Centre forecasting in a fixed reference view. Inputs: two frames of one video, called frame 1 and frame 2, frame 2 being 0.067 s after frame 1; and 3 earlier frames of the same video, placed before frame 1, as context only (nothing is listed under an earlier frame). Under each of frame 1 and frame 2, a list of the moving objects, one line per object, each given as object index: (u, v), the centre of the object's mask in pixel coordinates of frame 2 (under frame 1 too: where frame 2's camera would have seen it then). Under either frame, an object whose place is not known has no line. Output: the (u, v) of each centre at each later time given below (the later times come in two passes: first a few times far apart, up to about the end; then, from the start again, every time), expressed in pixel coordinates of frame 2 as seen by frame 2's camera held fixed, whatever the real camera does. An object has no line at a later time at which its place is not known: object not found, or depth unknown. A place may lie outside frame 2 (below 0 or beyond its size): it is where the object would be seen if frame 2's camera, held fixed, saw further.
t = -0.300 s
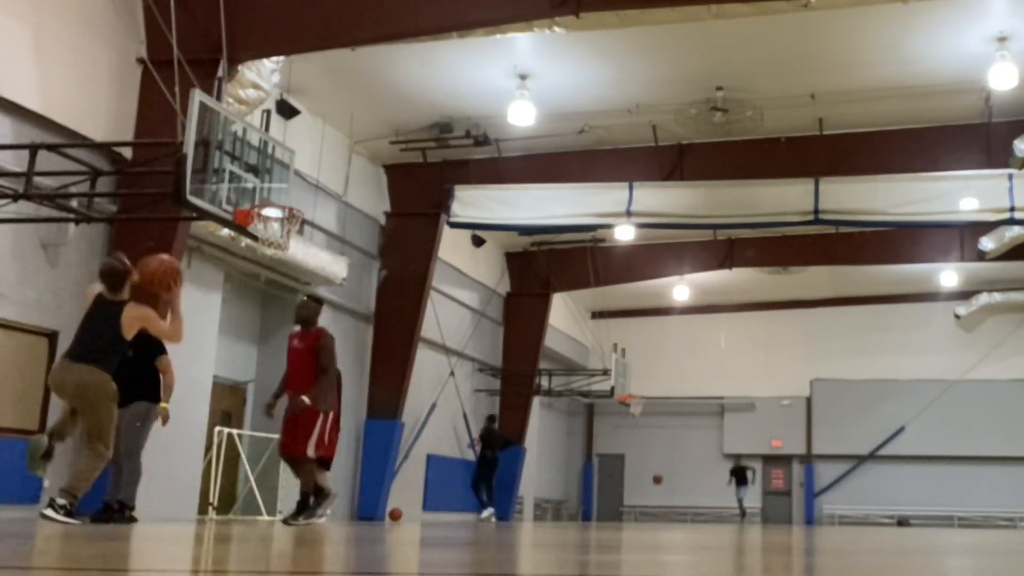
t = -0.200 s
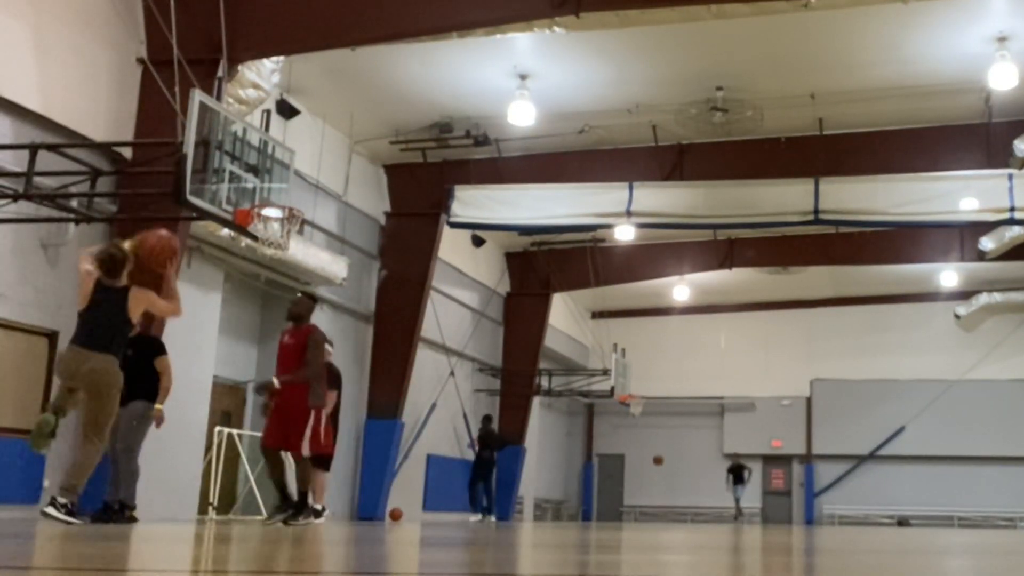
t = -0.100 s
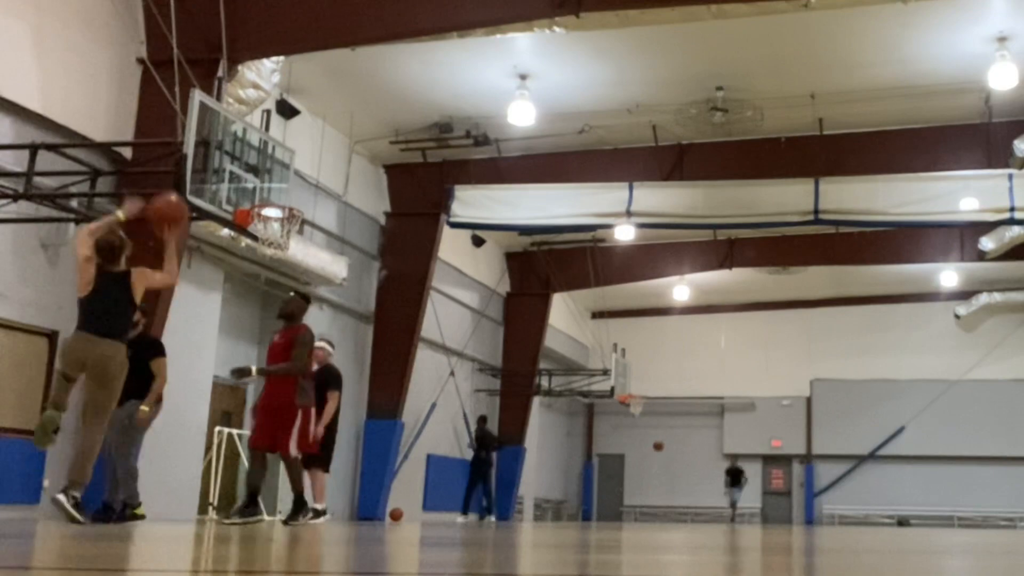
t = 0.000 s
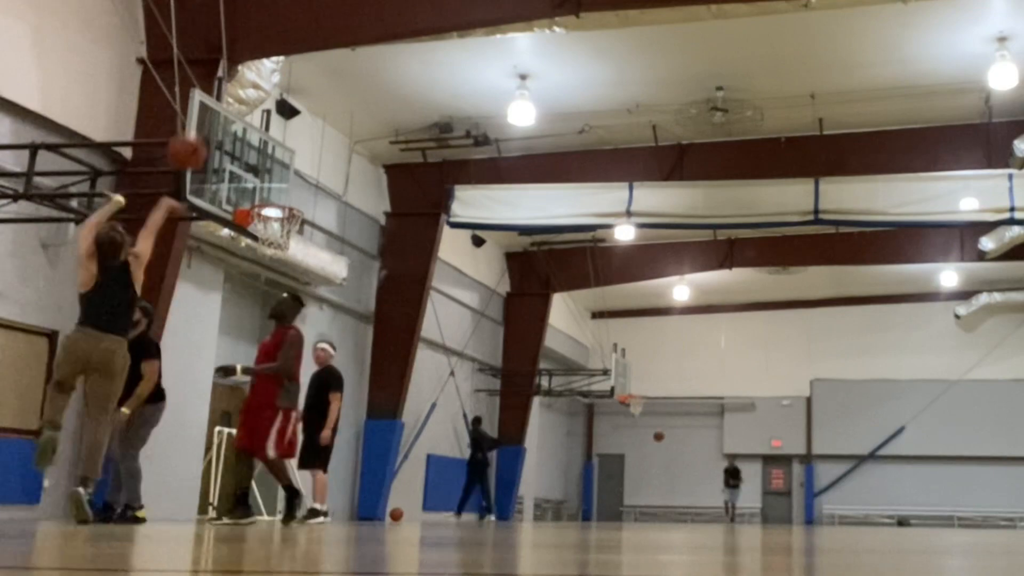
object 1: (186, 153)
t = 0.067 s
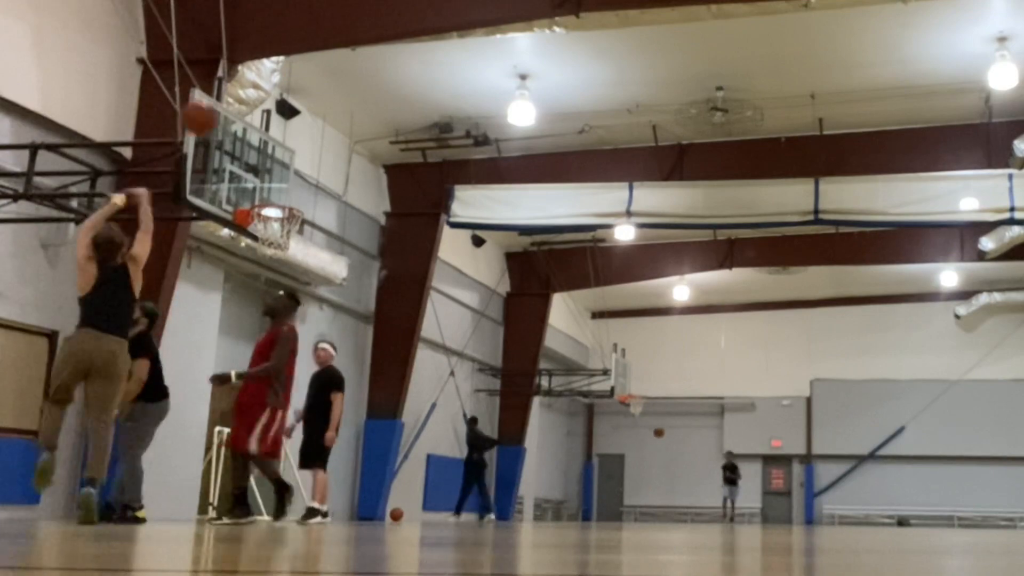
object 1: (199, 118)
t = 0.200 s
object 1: (220, 74)
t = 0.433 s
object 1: (246, 57)
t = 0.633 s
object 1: (259, 90)
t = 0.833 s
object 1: (268, 155)
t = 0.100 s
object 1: (205, 103)
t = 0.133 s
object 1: (211, 92)
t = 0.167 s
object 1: (215, 82)
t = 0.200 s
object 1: (220, 74)
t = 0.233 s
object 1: (225, 68)
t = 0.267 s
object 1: (229, 63)
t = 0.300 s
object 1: (233, 59)
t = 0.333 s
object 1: (236, 57)
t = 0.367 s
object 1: (240, 56)
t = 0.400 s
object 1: (243, 56)
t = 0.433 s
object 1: (246, 57)
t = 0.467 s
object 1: (248, 60)
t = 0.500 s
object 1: (251, 63)
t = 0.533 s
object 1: (253, 68)
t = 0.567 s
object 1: (256, 74)
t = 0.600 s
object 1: (258, 82)
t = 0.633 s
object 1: (259, 90)
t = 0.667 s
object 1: (261, 99)
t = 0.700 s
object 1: (263, 108)
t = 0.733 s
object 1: (264, 118)
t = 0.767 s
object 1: (265, 130)
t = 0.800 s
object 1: (266, 141)
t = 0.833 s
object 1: (268, 155)
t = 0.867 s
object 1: (268, 168)
